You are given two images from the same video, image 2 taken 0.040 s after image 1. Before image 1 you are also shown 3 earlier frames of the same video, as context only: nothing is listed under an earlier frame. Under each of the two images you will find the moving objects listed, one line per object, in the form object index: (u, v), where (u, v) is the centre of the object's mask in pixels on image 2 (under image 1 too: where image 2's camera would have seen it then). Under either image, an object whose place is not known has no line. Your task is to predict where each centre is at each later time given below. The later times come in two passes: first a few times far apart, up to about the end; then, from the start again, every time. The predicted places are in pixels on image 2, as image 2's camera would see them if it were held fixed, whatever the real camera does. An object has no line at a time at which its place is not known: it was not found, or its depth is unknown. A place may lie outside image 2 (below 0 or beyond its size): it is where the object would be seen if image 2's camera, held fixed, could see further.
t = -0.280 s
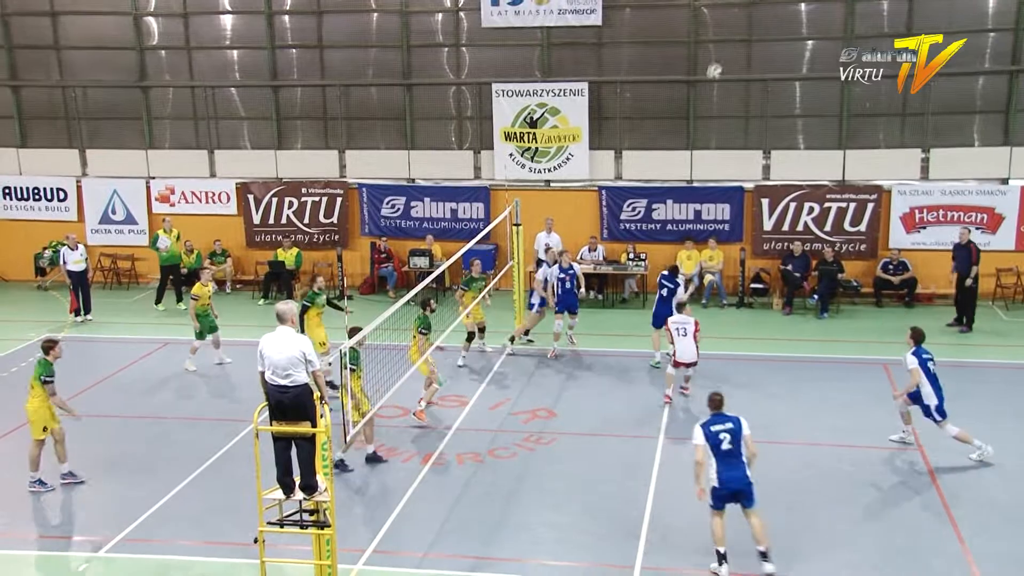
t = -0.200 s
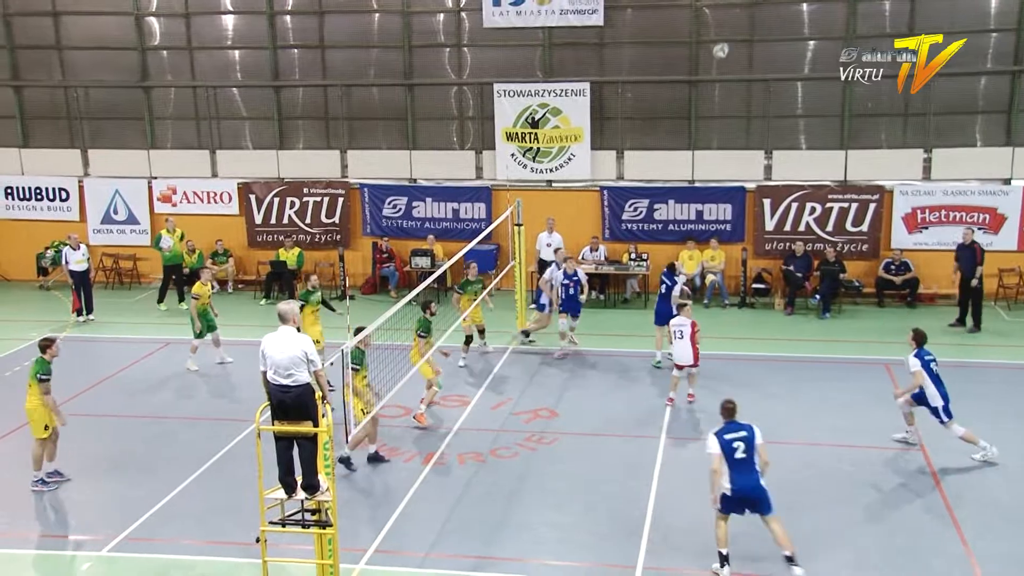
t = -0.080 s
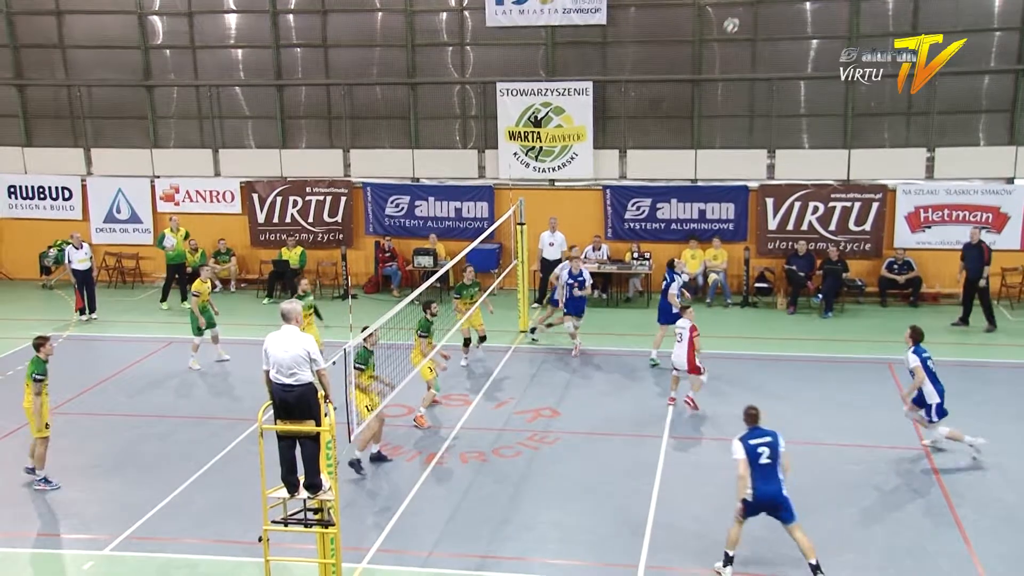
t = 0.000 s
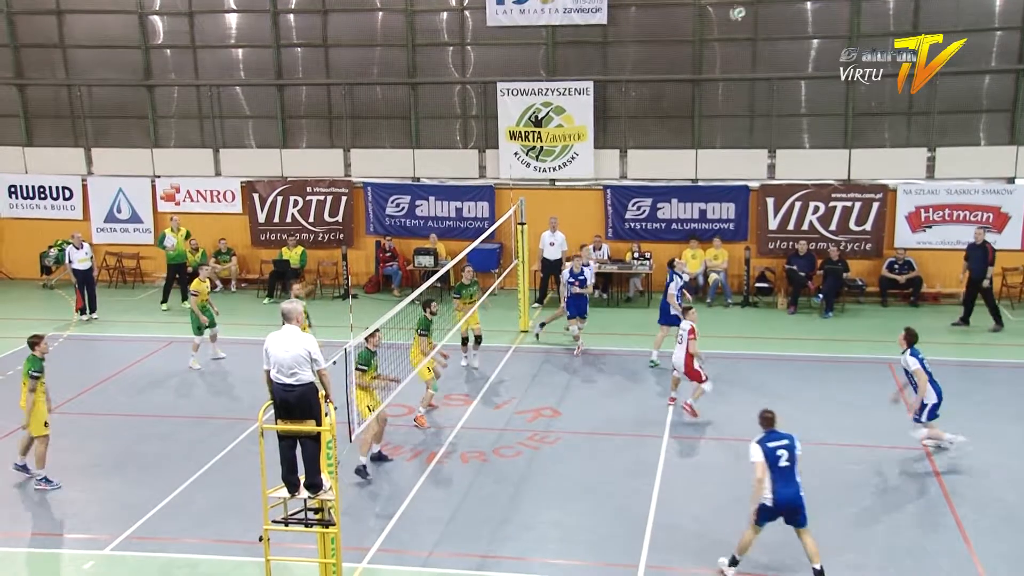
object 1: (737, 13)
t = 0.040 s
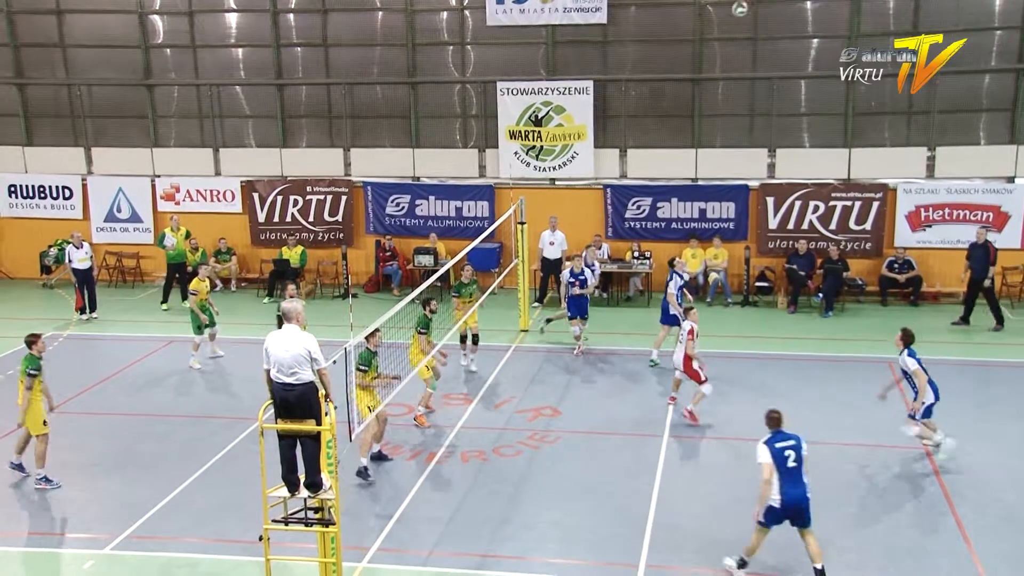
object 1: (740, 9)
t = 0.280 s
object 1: (756, 8)
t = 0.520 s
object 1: (772, 53)
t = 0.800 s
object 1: (788, 168)
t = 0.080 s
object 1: (742, 6)
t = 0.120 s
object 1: (745, 6)
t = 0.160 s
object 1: (748, 5)
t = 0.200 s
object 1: (751, 6)
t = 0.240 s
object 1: (753, 6)
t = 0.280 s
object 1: (756, 8)
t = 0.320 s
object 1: (759, 12)
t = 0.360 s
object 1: (762, 18)
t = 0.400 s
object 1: (764, 25)
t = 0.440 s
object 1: (767, 33)
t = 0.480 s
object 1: (769, 42)
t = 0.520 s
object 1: (772, 53)
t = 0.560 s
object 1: (774, 66)
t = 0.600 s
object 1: (777, 79)
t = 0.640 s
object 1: (779, 94)
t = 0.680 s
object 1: (781, 110)
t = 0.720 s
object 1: (784, 127)
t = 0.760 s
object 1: (786, 143)
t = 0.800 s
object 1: (788, 168)
